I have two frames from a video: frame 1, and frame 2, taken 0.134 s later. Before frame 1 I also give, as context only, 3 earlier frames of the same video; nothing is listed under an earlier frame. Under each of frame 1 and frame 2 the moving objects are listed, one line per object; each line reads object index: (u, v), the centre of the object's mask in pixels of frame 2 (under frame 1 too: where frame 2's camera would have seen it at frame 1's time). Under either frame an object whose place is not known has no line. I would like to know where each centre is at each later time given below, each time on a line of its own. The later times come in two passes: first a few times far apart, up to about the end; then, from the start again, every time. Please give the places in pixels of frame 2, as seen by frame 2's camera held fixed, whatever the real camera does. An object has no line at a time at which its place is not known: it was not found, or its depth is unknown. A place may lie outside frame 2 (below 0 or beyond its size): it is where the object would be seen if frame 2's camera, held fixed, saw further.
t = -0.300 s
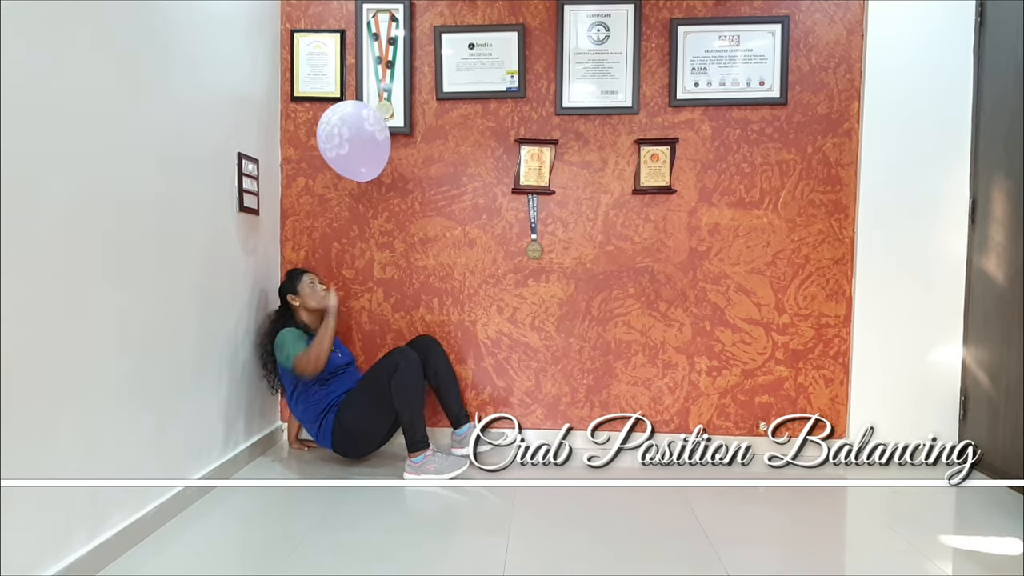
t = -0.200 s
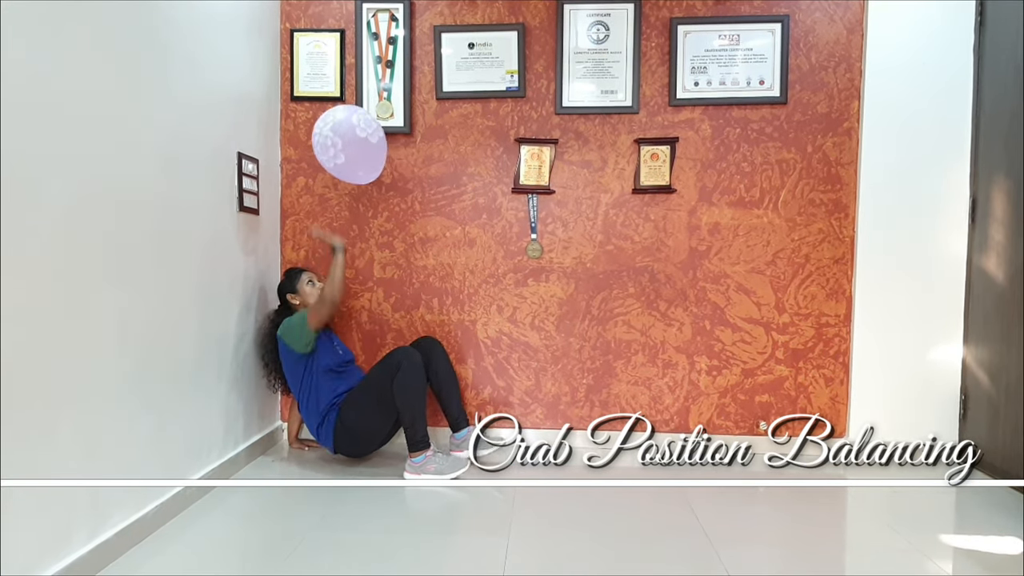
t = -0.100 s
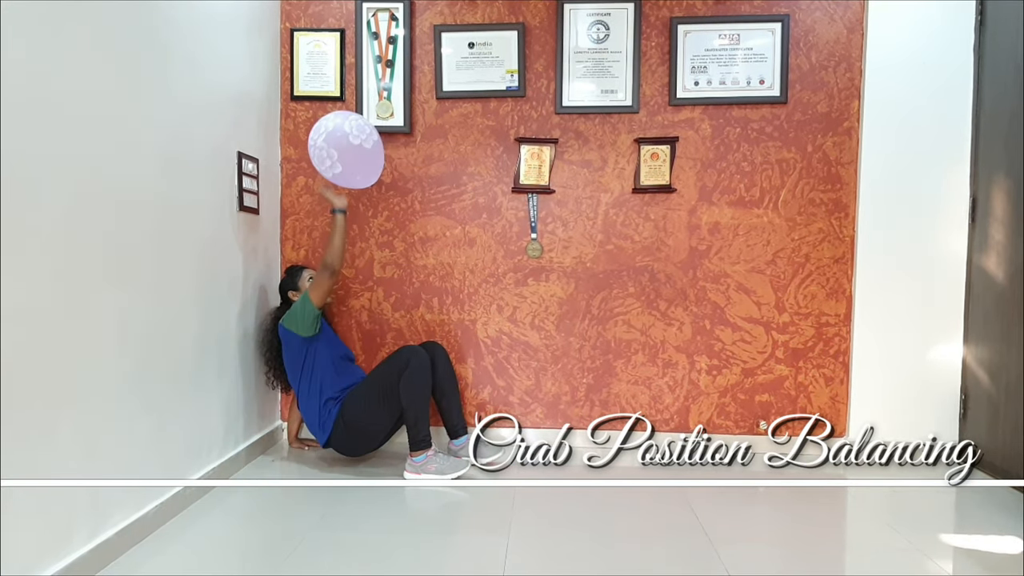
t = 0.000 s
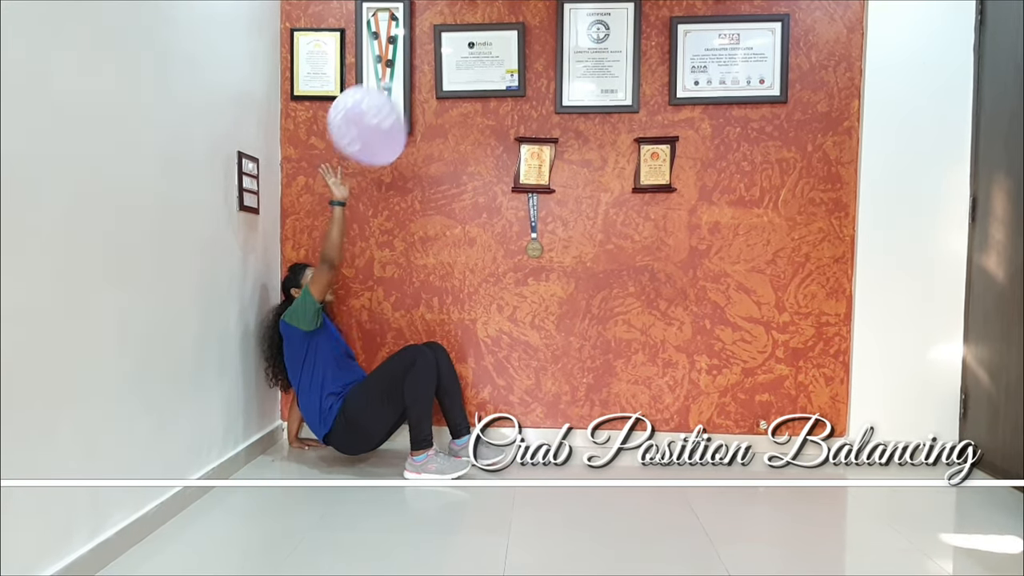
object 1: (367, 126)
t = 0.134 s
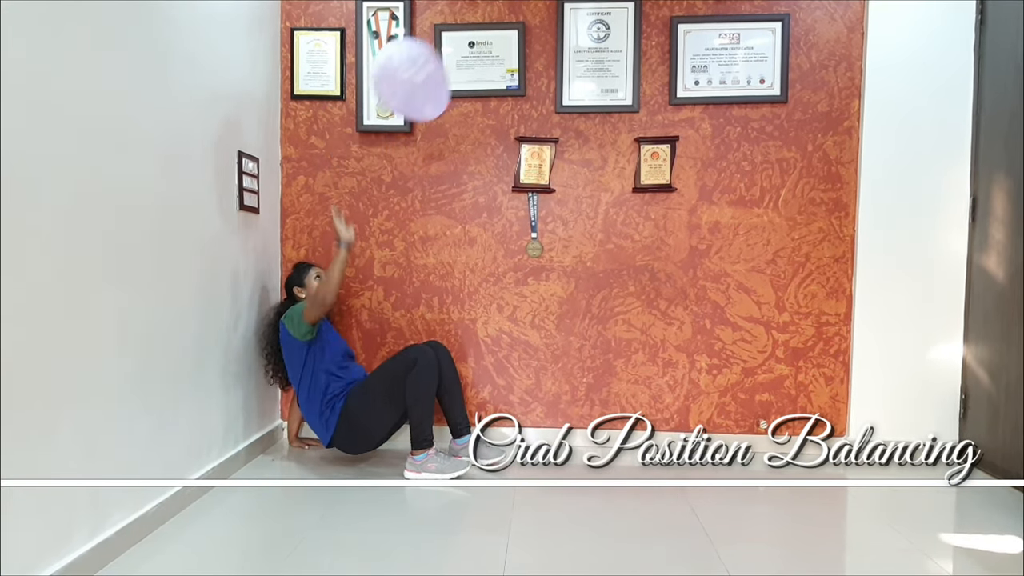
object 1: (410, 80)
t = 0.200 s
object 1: (431, 60)
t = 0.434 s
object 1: (501, 24)
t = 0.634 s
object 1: (543, 16)
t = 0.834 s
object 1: (573, 13)
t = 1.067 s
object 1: (594, 16)
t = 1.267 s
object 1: (602, 38)
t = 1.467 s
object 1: (607, 64)
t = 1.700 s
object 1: (612, 105)
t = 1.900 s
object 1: (612, 150)
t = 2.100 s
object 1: (612, 199)
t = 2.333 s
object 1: (606, 262)
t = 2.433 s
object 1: (602, 288)
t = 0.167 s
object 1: (420, 70)
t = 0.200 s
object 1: (431, 60)
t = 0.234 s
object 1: (442, 51)
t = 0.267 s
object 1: (452, 42)
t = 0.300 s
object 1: (462, 36)
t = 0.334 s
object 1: (473, 32)
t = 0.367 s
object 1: (483, 29)
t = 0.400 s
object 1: (492, 26)
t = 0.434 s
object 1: (501, 24)
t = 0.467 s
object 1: (509, 22)
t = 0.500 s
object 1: (517, 20)
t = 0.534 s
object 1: (524, 19)
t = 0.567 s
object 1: (530, 18)
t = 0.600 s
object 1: (537, 17)
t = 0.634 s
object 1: (543, 16)
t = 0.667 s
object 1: (549, 16)
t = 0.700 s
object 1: (554, 15)
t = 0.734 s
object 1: (559, 15)
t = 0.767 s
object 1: (564, 14)
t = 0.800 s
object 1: (569, 14)
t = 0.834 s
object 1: (573, 13)
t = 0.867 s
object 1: (577, 11)
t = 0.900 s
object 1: (581, 10)
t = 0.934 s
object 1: (584, 10)
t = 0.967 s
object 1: (587, 11)
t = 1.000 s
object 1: (590, 12)
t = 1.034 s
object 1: (592, 14)
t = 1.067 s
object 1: (594, 16)
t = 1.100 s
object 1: (595, 20)
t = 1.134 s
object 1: (597, 22)
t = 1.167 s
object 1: (598, 27)
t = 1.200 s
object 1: (600, 30)
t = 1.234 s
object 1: (600, 34)
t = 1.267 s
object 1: (602, 38)
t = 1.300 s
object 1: (603, 41)
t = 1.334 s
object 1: (604, 46)
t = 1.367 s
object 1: (605, 50)
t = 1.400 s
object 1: (605, 55)
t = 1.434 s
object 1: (606, 59)
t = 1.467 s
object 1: (607, 64)
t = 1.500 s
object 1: (608, 70)
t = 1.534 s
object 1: (609, 75)
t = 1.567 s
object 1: (610, 81)
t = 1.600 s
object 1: (611, 86)
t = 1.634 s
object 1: (611, 93)
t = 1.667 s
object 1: (611, 99)
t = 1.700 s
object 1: (612, 105)
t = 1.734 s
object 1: (612, 112)
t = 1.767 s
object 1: (612, 119)
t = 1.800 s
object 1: (612, 127)
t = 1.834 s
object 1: (613, 134)
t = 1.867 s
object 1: (613, 142)
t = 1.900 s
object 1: (612, 150)
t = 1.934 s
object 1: (612, 157)
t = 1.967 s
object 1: (612, 166)
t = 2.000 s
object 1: (612, 174)
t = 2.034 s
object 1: (612, 182)
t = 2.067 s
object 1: (612, 191)
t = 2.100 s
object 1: (612, 199)
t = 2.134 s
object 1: (611, 208)
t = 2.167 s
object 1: (610, 218)
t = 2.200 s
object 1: (610, 226)
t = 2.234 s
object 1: (609, 235)
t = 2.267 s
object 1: (608, 244)
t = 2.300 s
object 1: (607, 253)
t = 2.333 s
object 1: (606, 262)
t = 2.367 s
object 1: (605, 270)
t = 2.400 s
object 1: (603, 279)
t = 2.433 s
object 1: (602, 288)
